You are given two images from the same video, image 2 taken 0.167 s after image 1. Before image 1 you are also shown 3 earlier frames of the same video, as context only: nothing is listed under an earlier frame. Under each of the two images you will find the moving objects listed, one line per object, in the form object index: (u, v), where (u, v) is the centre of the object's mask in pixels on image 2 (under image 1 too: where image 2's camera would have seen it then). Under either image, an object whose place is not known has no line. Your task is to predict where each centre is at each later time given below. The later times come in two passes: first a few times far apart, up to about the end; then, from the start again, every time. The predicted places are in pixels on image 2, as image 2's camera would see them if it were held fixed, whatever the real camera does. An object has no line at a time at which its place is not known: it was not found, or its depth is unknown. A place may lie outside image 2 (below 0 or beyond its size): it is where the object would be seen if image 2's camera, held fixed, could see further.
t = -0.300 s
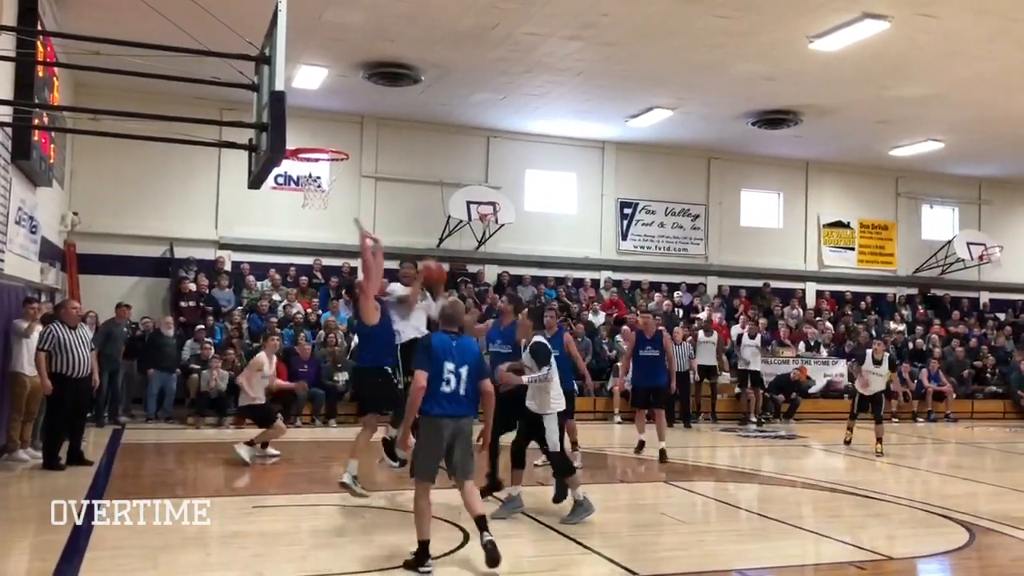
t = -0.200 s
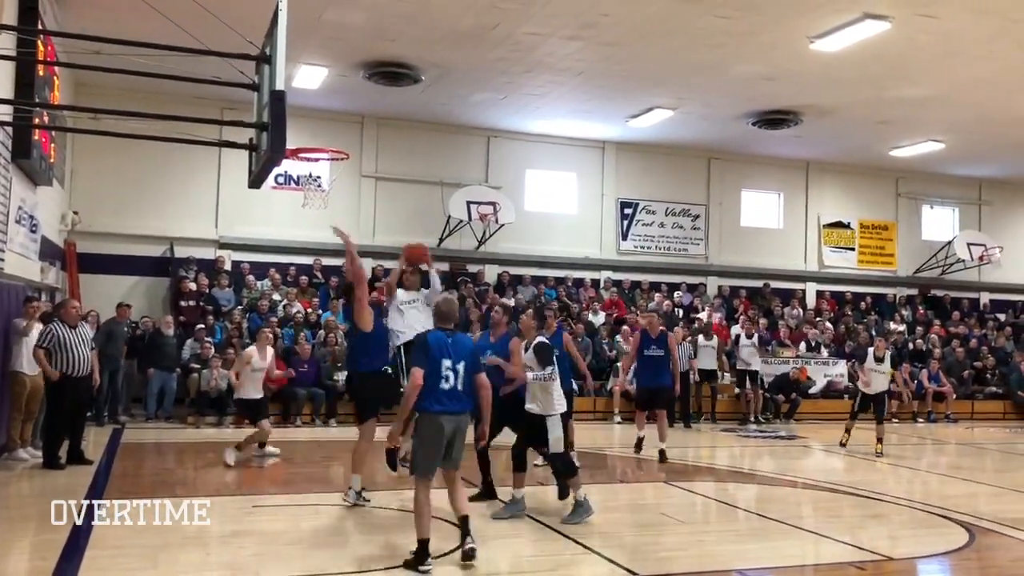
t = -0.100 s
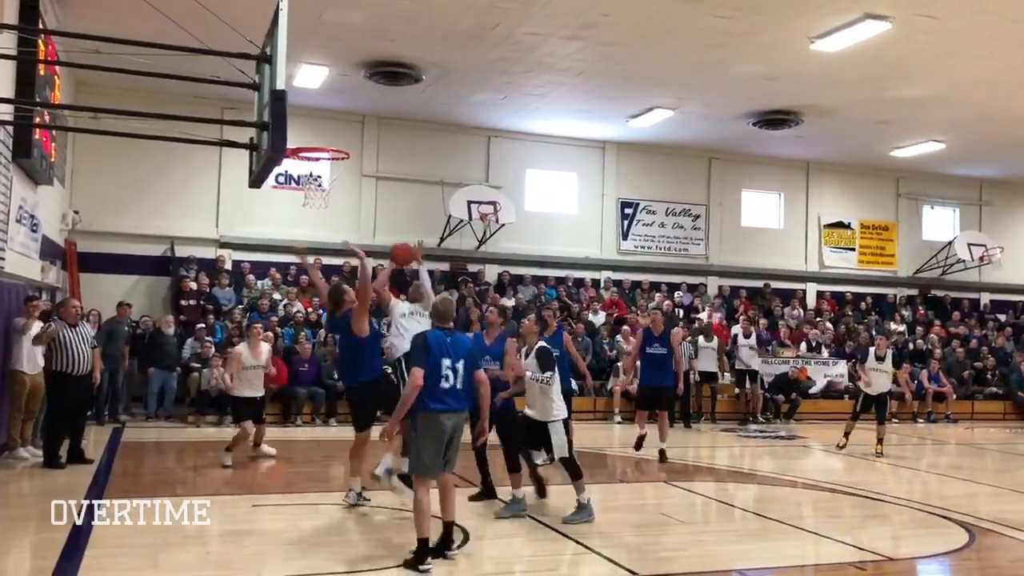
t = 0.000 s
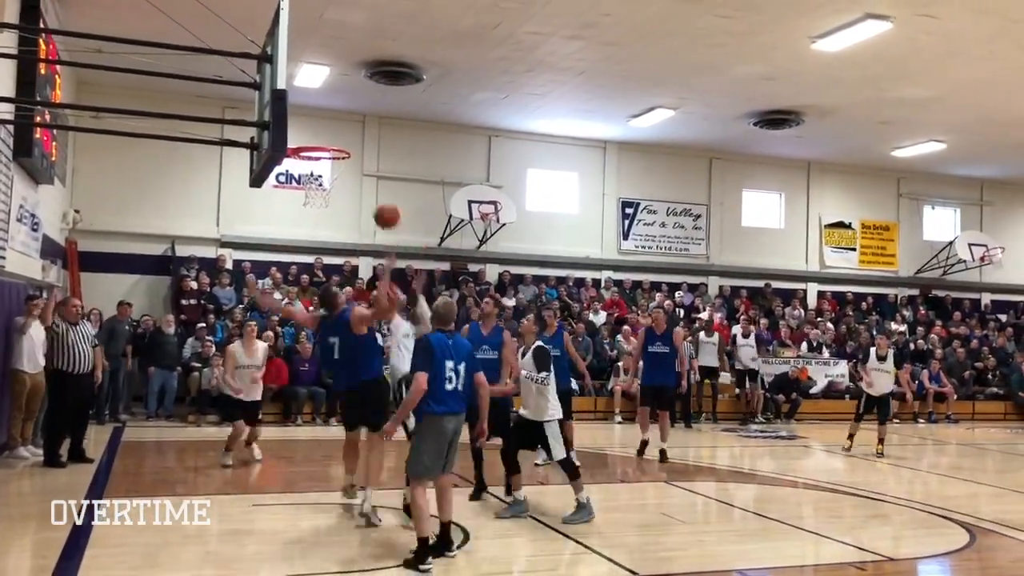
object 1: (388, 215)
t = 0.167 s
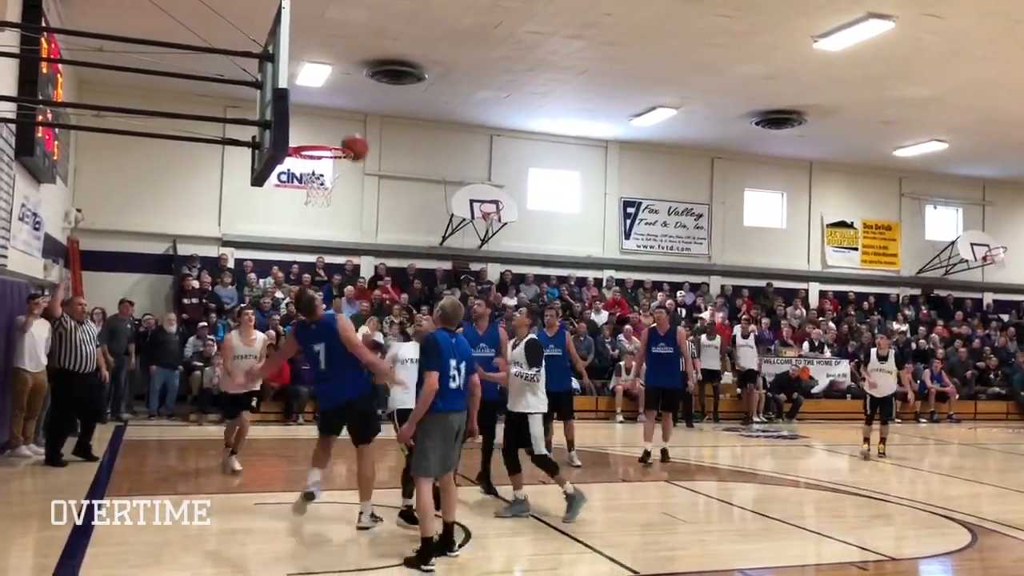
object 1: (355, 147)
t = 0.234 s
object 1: (339, 127)
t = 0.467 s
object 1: (295, 94)
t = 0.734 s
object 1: (346, 136)
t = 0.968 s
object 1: (360, 124)
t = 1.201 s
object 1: (374, 175)
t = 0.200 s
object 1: (347, 137)
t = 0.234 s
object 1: (339, 127)
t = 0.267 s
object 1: (332, 119)
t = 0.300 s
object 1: (324, 113)
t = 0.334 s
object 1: (316, 106)
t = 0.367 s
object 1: (308, 101)
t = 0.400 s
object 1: (302, 98)
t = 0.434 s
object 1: (299, 97)
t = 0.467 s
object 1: (295, 94)
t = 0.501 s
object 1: (297, 95)
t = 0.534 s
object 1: (301, 98)
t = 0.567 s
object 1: (307, 103)
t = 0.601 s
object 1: (315, 108)
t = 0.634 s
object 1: (323, 115)
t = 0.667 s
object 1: (332, 123)
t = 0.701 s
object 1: (341, 133)
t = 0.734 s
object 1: (346, 136)
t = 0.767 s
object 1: (348, 130)
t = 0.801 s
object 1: (351, 126)
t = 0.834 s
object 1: (352, 123)
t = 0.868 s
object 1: (354, 121)
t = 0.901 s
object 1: (356, 121)
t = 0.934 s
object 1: (358, 121)
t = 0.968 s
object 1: (360, 124)
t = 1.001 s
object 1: (362, 127)
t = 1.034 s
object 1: (363, 132)
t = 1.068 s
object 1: (366, 137)
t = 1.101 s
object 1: (368, 145)
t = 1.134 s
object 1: (370, 154)
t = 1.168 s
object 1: (372, 164)
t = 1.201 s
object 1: (374, 175)
